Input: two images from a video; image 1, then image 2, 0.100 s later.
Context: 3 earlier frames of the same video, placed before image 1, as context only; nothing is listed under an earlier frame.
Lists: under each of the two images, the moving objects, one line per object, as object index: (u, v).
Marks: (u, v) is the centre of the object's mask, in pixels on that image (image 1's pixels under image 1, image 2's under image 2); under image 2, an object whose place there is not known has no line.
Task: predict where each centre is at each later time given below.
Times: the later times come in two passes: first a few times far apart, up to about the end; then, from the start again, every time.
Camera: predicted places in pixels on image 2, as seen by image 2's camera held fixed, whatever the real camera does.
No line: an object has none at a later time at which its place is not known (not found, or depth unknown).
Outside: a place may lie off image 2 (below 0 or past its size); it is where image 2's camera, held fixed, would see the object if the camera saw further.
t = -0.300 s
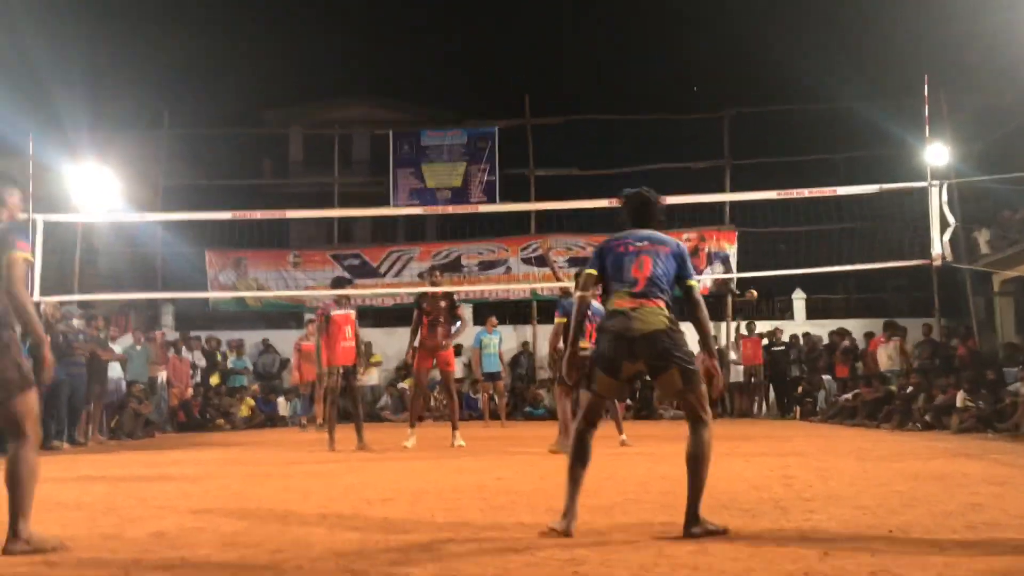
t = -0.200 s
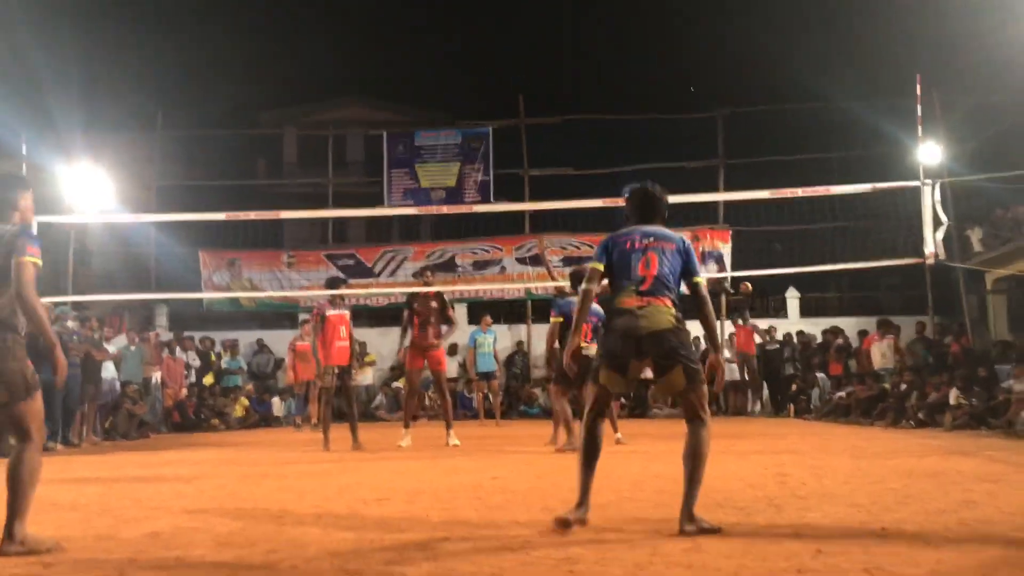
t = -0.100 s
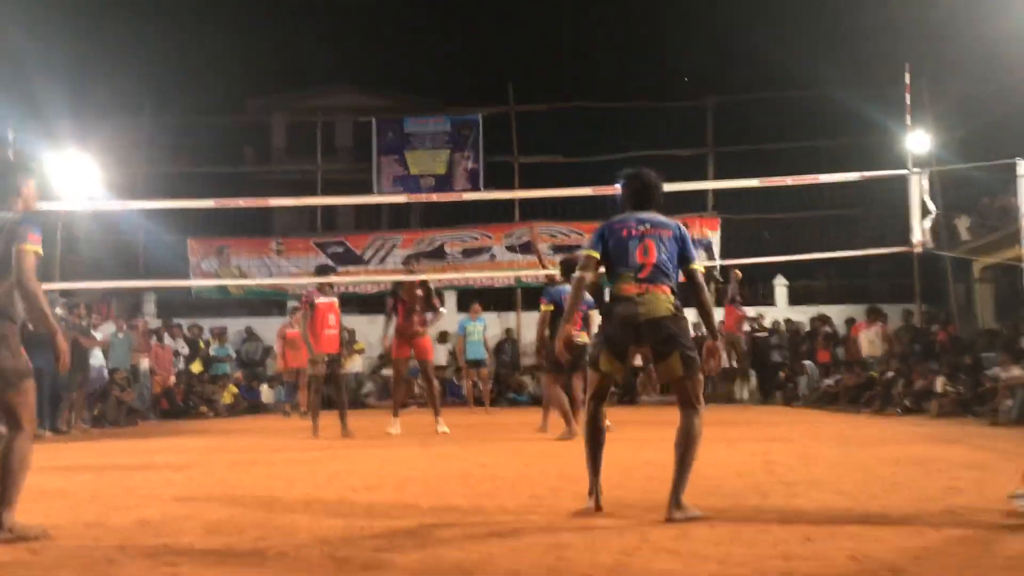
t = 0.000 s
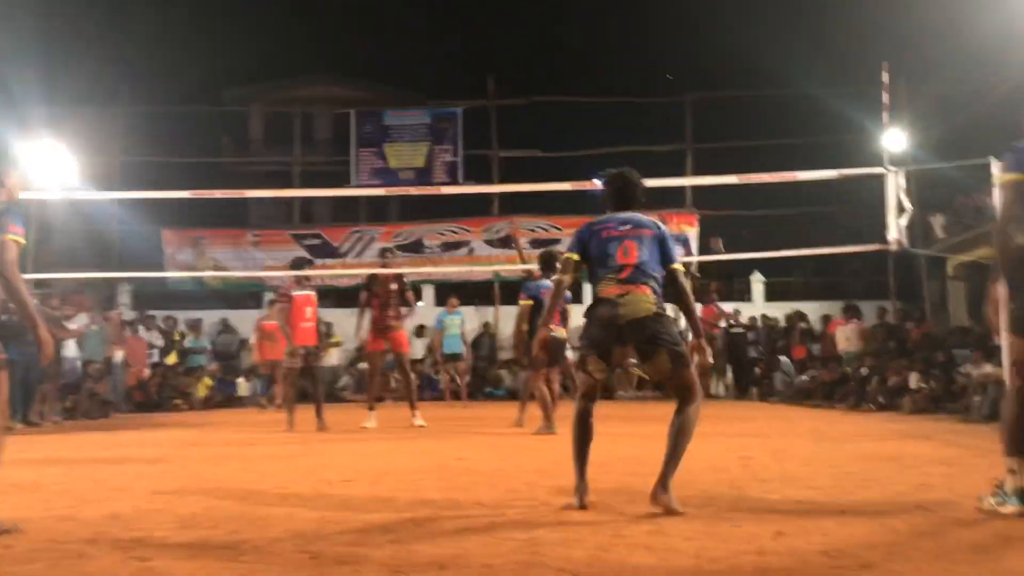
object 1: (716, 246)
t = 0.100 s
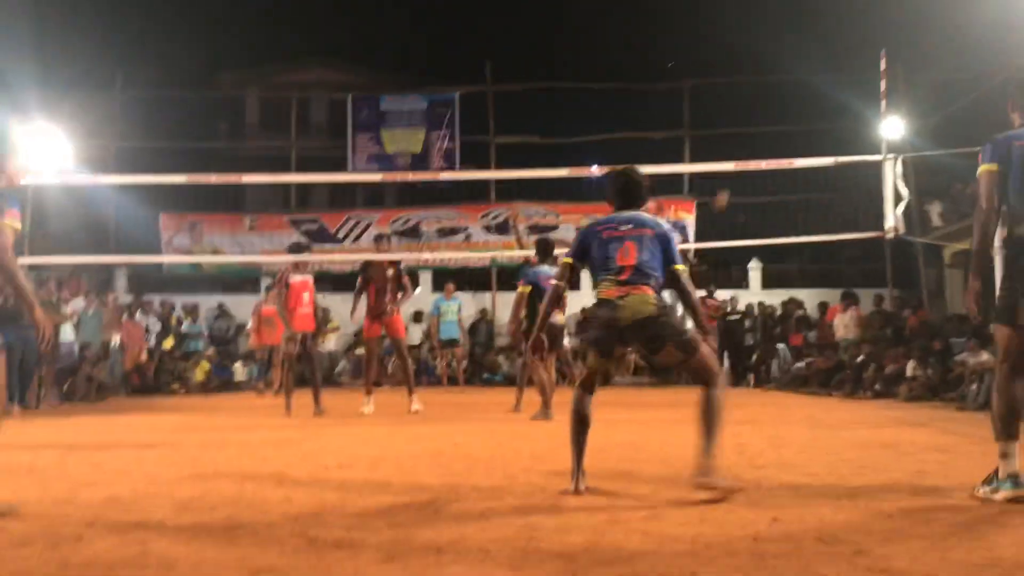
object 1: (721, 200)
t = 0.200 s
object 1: (731, 159)
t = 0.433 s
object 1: (754, 85)
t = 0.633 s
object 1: (785, 21)
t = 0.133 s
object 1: (724, 188)
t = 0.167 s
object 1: (727, 178)
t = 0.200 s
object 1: (731, 159)
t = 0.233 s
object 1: (733, 153)
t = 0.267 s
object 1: (736, 142)
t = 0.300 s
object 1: (739, 131)
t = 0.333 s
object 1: (743, 119)
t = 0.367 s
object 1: (747, 107)
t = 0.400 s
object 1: (750, 96)
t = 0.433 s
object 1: (754, 85)
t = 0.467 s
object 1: (759, 73)
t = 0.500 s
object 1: (763, 62)
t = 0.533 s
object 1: (768, 51)
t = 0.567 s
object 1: (773, 40)
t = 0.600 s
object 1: (779, 30)
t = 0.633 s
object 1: (785, 21)
